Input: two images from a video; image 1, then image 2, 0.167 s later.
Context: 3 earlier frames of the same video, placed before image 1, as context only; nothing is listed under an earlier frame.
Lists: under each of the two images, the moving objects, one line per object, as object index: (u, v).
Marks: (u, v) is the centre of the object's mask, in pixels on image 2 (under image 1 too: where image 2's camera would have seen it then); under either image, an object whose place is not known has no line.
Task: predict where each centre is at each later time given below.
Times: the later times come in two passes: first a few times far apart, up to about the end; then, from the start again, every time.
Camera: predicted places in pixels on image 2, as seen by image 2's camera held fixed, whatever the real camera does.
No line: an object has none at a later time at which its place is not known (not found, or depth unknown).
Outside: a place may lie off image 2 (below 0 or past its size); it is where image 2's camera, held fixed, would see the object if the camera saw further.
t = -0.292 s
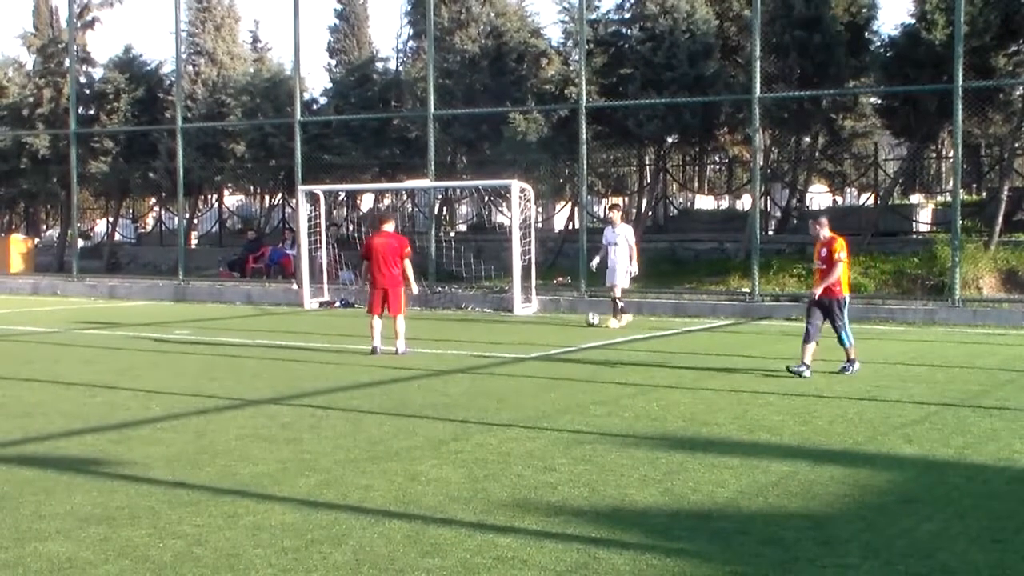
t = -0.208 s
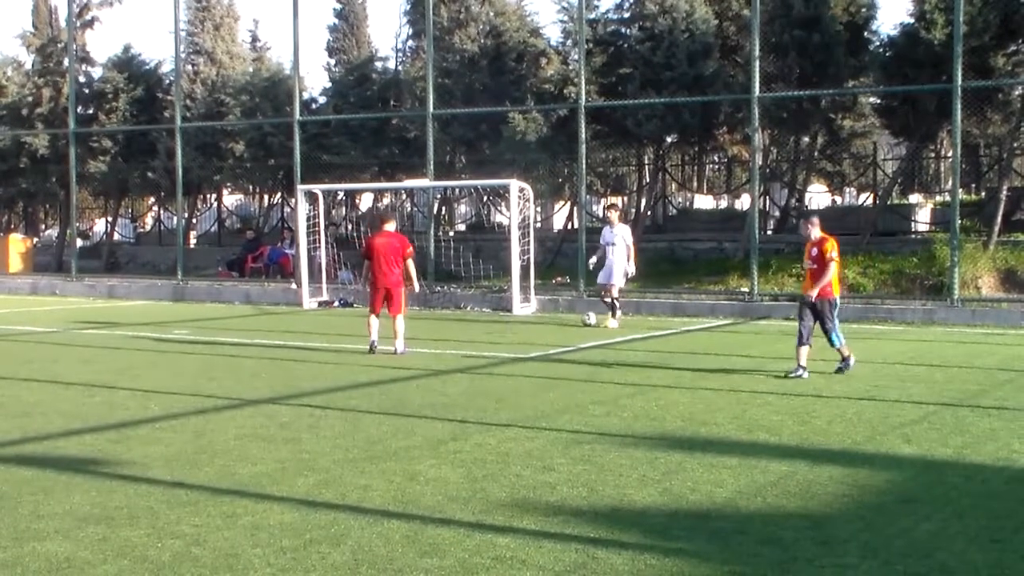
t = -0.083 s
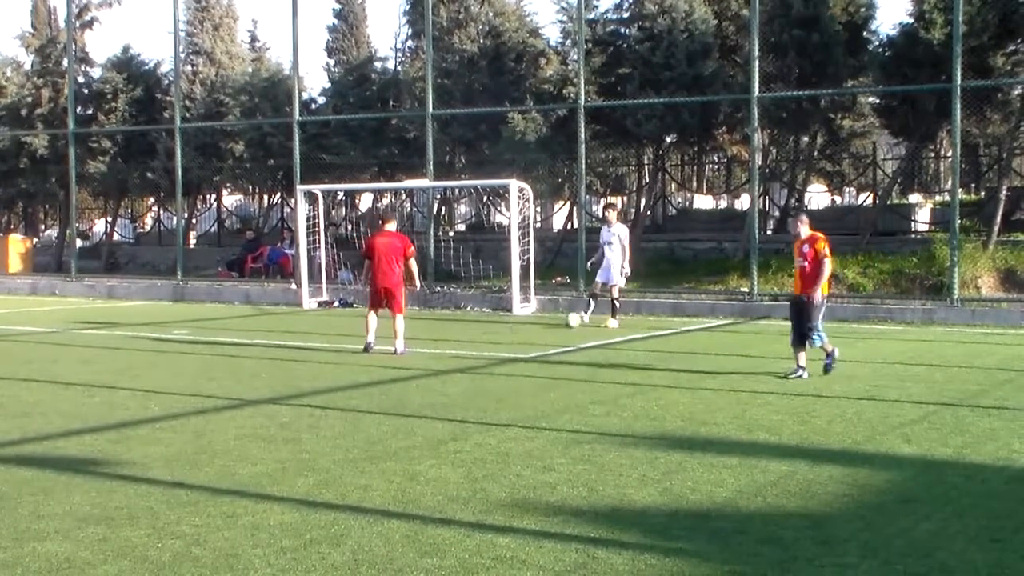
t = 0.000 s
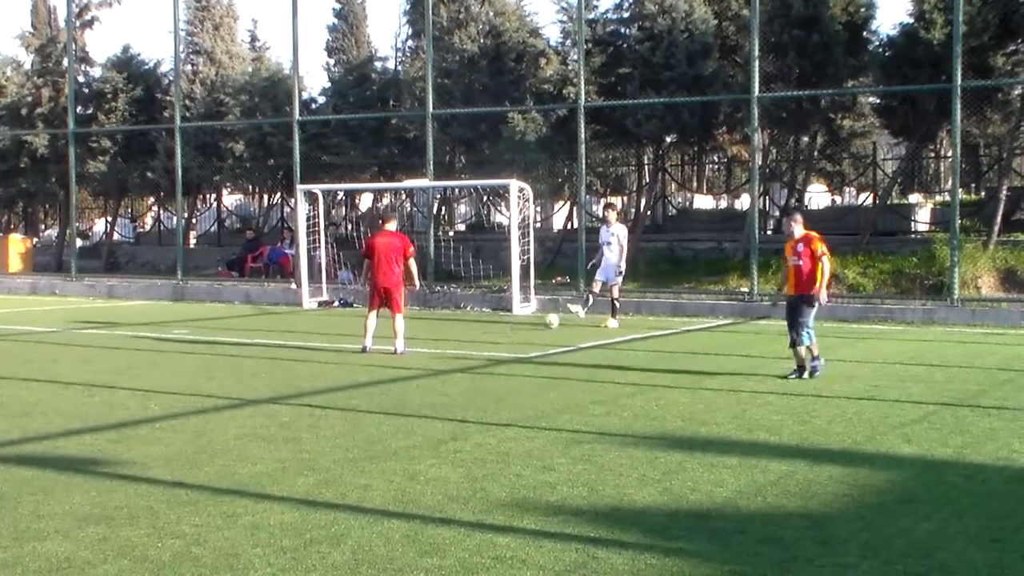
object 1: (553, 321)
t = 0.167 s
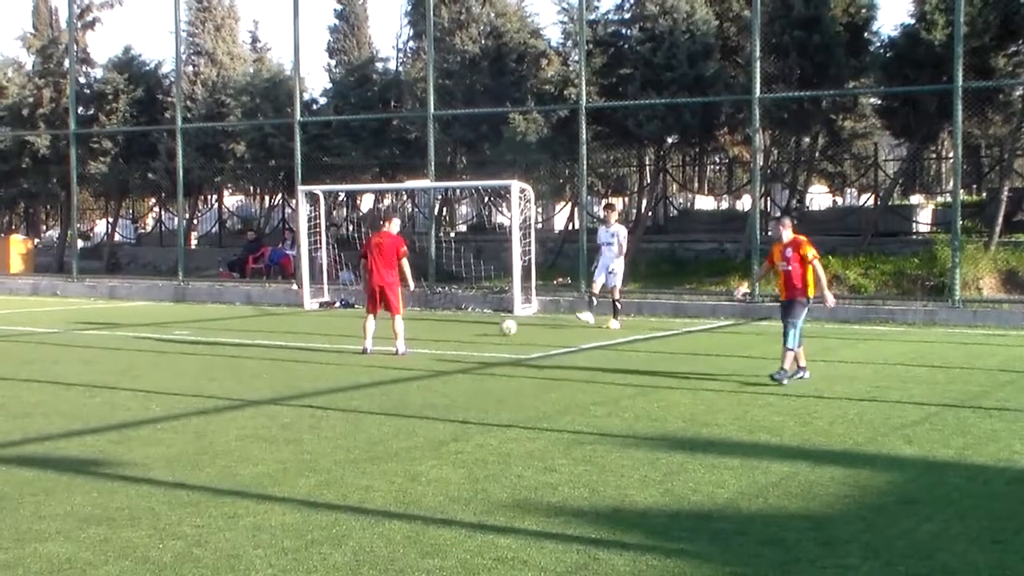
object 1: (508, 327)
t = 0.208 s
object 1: (498, 328)
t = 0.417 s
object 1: (451, 334)
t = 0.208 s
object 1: (498, 328)
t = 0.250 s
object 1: (488, 329)
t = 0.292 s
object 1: (479, 331)
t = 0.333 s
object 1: (469, 333)
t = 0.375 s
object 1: (459, 333)
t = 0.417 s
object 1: (451, 334)
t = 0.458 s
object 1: (442, 336)
